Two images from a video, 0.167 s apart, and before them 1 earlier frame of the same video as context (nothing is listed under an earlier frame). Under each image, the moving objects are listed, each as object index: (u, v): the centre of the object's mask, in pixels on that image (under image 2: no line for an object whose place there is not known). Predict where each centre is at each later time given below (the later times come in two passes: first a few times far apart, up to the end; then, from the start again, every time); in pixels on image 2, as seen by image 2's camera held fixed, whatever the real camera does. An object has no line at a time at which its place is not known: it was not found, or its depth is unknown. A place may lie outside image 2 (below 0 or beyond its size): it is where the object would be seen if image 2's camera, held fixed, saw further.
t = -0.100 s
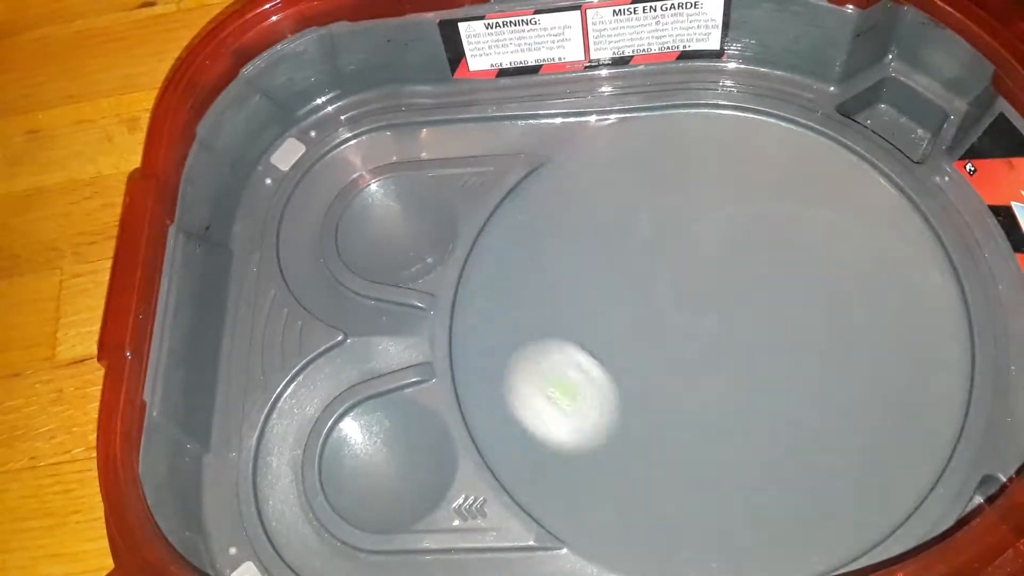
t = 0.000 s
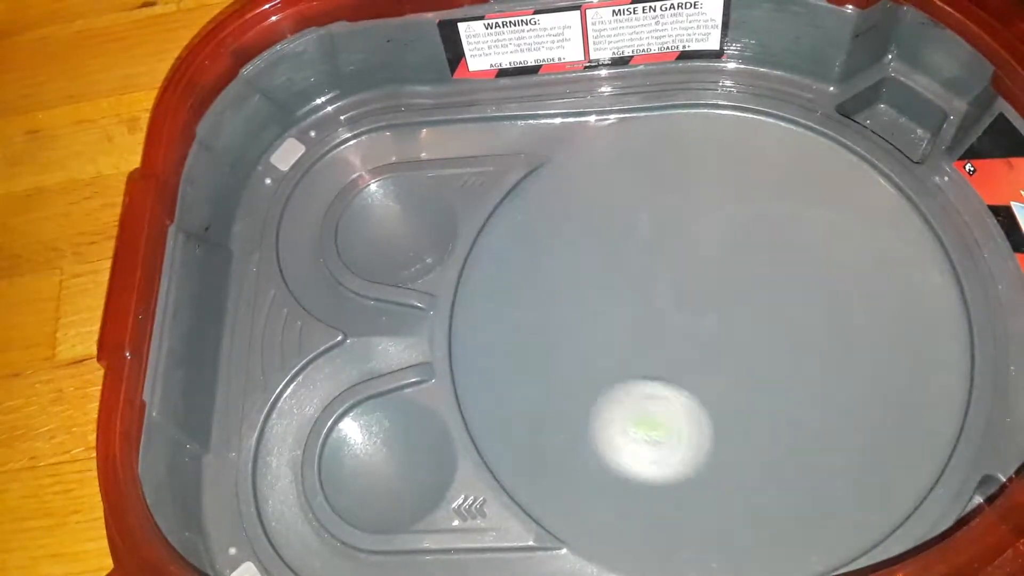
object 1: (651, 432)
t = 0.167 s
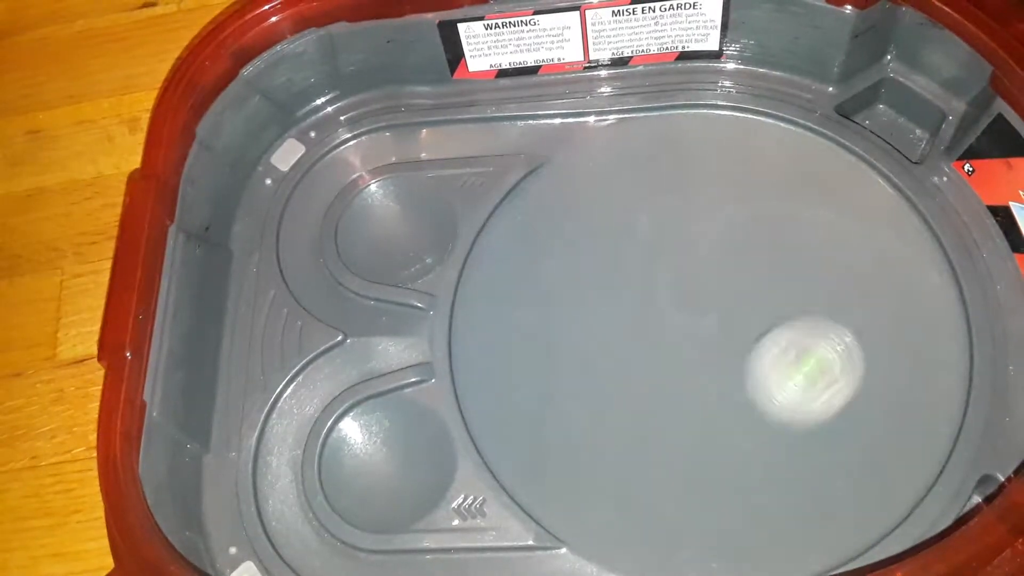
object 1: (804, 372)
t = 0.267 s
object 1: (860, 284)
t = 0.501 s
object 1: (781, 104)
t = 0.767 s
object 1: (520, 190)
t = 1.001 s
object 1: (595, 430)
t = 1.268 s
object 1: (944, 405)
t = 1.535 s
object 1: (827, 133)
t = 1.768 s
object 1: (573, 190)
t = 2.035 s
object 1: (592, 489)
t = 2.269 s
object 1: (894, 502)
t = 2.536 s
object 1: (885, 218)
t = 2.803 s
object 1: (557, 207)
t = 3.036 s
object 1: (496, 452)
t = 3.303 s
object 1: (818, 525)
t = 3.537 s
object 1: (888, 263)
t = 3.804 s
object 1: (589, 140)
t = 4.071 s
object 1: (484, 402)
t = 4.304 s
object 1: (721, 507)
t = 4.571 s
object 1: (876, 266)
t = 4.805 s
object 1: (682, 135)
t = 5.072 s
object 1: (514, 274)
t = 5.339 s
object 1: (661, 454)
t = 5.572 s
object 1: (842, 367)
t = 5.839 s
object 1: (773, 252)
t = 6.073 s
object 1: (681, 281)
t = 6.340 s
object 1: (647, 308)
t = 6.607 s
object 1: (666, 311)
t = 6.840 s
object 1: (691, 311)
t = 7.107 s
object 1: (705, 312)
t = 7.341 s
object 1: (711, 318)
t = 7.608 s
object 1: (708, 323)
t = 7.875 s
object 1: (704, 322)
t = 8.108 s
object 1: (703, 321)
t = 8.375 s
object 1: (702, 319)
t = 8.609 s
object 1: (702, 319)
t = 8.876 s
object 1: (697, 317)
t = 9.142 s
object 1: (692, 315)
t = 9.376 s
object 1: (685, 311)
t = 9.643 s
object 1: (680, 304)
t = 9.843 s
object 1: (684, 302)
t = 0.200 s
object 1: (828, 345)
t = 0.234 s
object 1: (847, 315)
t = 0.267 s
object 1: (860, 284)
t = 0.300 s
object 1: (867, 251)
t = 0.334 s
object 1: (866, 221)
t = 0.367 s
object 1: (860, 191)
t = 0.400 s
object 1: (847, 165)
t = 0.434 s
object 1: (830, 140)
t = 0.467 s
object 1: (808, 120)
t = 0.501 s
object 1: (781, 104)
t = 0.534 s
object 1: (748, 100)
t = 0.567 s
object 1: (711, 100)
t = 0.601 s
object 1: (671, 104)
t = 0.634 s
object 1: (637, 112)
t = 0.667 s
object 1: (602, 124)
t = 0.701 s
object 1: (568, 143)
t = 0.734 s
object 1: (541, 166)
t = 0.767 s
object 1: (520, 190)
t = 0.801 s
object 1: (506, 219)
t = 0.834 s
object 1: (499, 252)
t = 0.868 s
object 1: (501, 289)
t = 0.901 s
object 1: (511, 325)
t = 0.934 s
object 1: (530, 362)
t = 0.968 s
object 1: (558, 399)
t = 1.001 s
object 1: (595, 430)
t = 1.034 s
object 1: (636, 455)
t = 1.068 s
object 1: (682, 473)
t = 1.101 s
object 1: (728, 482)
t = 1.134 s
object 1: (779, 483)
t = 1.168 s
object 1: (827, 474)
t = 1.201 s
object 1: (870, 458)
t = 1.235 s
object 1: (909, 436)
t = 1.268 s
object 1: (944, 405)
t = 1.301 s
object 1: (968, 371)
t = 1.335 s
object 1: (969, 329)
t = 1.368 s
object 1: (962, 288)
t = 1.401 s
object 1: (947, 247)
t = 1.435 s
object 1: (927, 209)
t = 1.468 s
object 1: (898, 177)
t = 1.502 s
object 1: (864, 152)
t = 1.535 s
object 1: (827, 133)
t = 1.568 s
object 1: (788, 121)
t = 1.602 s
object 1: (746, 116)
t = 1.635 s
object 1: (707, 118)
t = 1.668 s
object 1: (669, 129)
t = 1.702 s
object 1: (633, 145)
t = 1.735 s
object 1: (601, 166)
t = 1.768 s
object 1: (573, 190)
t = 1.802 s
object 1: (550, 220)
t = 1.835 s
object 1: (533, 254)
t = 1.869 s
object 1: (522, 292)
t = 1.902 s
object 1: (519, 333)
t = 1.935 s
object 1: (525, 375)
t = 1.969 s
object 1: (540, 417)
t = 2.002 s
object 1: (562, 455)
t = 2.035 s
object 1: (592, 489)
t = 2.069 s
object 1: (626, 516)
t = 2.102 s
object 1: (667, 529)
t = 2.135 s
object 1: (712, 536)
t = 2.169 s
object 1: (759, 539)
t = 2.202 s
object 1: (811, 535)
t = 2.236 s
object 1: (855, 523)
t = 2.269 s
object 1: (894, 502)
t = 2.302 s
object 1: (924, 469)
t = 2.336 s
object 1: (943, 429)
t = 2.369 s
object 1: (955, 388)
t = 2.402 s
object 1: (957, 348)
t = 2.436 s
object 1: (950, 310)
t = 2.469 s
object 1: (936, 275)
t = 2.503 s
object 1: (914, 244)
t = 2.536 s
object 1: (885, 218)
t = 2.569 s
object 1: (851, 195)
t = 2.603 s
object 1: (814, 180)
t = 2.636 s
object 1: (770, 170)
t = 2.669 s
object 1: (728, 163)
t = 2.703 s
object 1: (683, 165)
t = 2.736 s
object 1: (640, 172)
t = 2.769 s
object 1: (594, 186)
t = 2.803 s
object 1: (557, 207)
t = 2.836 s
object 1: (522, 232)
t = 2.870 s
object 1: (495, 262)
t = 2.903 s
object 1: (475, 296)
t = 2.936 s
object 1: (465, 334)
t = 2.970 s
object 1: (465, 373)
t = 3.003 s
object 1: (473, 414)
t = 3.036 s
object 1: (496, 452)
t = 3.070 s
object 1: (527, 487)
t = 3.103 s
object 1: (558, 515)
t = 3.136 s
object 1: (595, 530)
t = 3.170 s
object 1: (634, 538)
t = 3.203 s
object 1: (680, 542)
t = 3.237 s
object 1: (726, 542)
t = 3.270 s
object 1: (777, 536)
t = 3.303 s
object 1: (818, 525)
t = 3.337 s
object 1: (851, 505)
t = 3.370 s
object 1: (880, 468)
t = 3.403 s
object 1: (899, 429)
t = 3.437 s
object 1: (910, 388)
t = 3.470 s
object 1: (912, 346)
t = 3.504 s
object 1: (903, 302)
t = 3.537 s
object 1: (888, 263)
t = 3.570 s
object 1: (862, 226)
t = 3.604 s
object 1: (832, 195)
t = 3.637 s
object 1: (798, 171)
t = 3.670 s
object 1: (761, 152)
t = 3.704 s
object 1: (719, 138)
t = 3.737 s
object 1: (675, 133)
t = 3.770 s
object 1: (633, 132)
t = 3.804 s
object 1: (589, 140)
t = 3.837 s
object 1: (549, 153)
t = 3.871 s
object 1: (521, 178)
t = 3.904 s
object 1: (501, 215)
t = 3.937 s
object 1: (483, 254)
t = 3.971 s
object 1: (472, 291)
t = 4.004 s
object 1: (468, 329)
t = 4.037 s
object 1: (472, 364)
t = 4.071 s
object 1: (484, 402)
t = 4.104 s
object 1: (503, 434)
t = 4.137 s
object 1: (532, 463)
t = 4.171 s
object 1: (564, 486)
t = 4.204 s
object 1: (600, 503)
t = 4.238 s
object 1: (639, 511)
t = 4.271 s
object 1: (679, 513)
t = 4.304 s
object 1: (721, 507)
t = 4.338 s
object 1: (762, 494)
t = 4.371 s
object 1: (799, 474)
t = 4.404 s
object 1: (830, 446)
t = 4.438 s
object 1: (855, 413)
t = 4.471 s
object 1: (874, 377)
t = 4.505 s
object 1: (882, 341)
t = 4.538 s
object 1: (882, 302)
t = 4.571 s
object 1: (876, 266)
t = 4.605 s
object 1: (862, 232)
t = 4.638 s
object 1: (840, 201)
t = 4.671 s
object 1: (815, 178)
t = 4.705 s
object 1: (783, 159)
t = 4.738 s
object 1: (751, 146)
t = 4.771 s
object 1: (717, 137)
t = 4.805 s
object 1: (682, 135)
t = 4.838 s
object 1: (649, 139)
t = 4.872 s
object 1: (616, 148)
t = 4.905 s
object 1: (589, 161)
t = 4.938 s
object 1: (565, 175)
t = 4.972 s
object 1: (545, 194)
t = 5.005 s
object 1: (530, 217)
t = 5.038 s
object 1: (520, 243)
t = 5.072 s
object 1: (514, 274)
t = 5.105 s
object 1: (516, 305)
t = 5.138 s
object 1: (522, 336)
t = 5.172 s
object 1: (533, 365)
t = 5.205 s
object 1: (550, 391)
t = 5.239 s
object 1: (571, 413)
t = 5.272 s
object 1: (598, 432)
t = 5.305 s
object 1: (628, 446)
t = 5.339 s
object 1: (661, 454)
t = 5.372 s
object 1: (695, 456)
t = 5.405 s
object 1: (729, 453)
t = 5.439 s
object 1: (762, 443)
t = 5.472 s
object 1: (790, 429)
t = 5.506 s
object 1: (813, 411)
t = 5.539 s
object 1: (831, 389)
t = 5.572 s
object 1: (842, 367)
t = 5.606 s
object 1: (848, 344)
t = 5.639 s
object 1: (848, 322)
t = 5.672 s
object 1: (843, 303)
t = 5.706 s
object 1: (834, 286)
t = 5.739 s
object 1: (822, 272)
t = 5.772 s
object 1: (807, 262)
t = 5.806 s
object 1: (790, 255)
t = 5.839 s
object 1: (773, 252)
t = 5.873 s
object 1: (756, 252)
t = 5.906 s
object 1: (739, 253)
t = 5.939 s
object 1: (725, 258)
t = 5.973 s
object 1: (711, 263)
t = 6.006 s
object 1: (700, 269)
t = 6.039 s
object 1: (690, 275)
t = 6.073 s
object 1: (681, 281)
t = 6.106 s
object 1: (673, 286)
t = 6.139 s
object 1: (667, 291)
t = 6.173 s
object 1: (661, 295)
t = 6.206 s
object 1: (656, 299)
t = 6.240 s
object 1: (653, 302)
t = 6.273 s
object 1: (650, 305)
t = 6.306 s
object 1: (648, 307)
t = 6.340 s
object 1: (647, 308)
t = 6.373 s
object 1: (647, 309)
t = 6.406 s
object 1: (648, 310)
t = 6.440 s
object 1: (650, 311)
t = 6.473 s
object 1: (652, 311)
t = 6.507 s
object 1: (654, 311)
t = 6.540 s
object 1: (658, 311)
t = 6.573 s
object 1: (662, 311)
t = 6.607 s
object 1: (666, 311)
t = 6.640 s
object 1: (670, 311)
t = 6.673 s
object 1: (674, 311)
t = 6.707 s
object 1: (678, 311)
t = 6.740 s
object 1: (682, 311)
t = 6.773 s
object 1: (685, 311)
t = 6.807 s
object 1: (688, 311)
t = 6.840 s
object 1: (691, 311)
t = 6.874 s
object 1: (693, 311)
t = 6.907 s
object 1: (696, 311)
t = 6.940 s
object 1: (698, 311)
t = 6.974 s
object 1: (699, 311)
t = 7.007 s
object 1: (701, 311)
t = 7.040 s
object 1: (703, 311)
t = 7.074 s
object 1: (704, 312)
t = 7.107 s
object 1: (705, 312)
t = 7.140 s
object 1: (706, 313)
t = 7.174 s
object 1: (708, 313)
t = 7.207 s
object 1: (709, 314)
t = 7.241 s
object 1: (710, 315)
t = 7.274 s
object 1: (710, 316)
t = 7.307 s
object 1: (711, 317)
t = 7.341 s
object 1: (711, 318)
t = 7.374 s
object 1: (711, 319)
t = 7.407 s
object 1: (711, 320)
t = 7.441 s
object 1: (711, 321)
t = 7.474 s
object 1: (710, 322)
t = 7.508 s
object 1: (710, 322)
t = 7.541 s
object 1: (709, 323)
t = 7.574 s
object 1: (709, 323)
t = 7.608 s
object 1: (708, 323)
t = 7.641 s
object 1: (707, 323)
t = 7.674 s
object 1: (707, 323)
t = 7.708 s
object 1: (706, 323)
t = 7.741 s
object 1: (705, 323)
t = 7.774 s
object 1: (705, 322)
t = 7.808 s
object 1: (705, 322)
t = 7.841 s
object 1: (704, 322)
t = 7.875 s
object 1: (704, 322)
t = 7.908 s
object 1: (704, 321)
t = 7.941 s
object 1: (704, 321)
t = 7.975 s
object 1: (704, 321)
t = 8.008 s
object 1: (704, 321)
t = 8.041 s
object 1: (704, 321)
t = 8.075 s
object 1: (703, 321)
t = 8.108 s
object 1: (703, 321)
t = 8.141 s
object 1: (702, 321)
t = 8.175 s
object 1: (702, 320)
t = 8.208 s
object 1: (702, 320)
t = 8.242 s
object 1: (702, 320)
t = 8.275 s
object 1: (702, 319)
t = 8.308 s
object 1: (702, 319)
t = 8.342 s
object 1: (702, 319)
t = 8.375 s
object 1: (702, 319)
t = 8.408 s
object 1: (702, 319)
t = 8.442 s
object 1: (702, 318)
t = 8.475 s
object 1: (702, 319)
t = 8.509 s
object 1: (702, 319)
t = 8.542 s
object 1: (702, 319)
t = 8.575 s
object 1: (702, 319)
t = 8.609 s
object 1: (702, 319)
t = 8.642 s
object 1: (701, 319)
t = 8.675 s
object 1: (701, 319)
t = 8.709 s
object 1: (700, 319)
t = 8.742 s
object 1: (700, 319)
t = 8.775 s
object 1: (699, 318)
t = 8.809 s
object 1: (699, 318)
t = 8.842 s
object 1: (698, 317)
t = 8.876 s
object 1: (697, 317)
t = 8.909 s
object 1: (697, 317)
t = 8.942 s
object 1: (696, 317)
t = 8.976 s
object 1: (695, 317)
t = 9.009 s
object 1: (694, 316)
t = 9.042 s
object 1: (694, 316)
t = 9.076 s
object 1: (693, 316)
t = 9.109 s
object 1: (692, 315)
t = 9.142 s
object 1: (692, 315)
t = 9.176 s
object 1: (691, 314)
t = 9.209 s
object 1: (690, 314)
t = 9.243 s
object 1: (689, 313)
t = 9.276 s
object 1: (688, 312)
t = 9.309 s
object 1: (687, 312)
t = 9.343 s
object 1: (686, 311)
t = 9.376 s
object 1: (685, 311)
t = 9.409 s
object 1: (685, 310)
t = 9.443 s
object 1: (684, 309)
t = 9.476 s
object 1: (683, 308)
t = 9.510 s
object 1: (682, 307)
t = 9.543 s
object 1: (682, 307)
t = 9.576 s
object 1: (681, 306)
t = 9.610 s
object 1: (681, 305)
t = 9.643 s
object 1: (680, 304)
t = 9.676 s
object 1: (680, 303)
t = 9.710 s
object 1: (680, 303)
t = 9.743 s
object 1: (681, 302)
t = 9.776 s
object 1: (681, 302)
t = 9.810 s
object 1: (682, 302)
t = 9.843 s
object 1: (684, 302)
